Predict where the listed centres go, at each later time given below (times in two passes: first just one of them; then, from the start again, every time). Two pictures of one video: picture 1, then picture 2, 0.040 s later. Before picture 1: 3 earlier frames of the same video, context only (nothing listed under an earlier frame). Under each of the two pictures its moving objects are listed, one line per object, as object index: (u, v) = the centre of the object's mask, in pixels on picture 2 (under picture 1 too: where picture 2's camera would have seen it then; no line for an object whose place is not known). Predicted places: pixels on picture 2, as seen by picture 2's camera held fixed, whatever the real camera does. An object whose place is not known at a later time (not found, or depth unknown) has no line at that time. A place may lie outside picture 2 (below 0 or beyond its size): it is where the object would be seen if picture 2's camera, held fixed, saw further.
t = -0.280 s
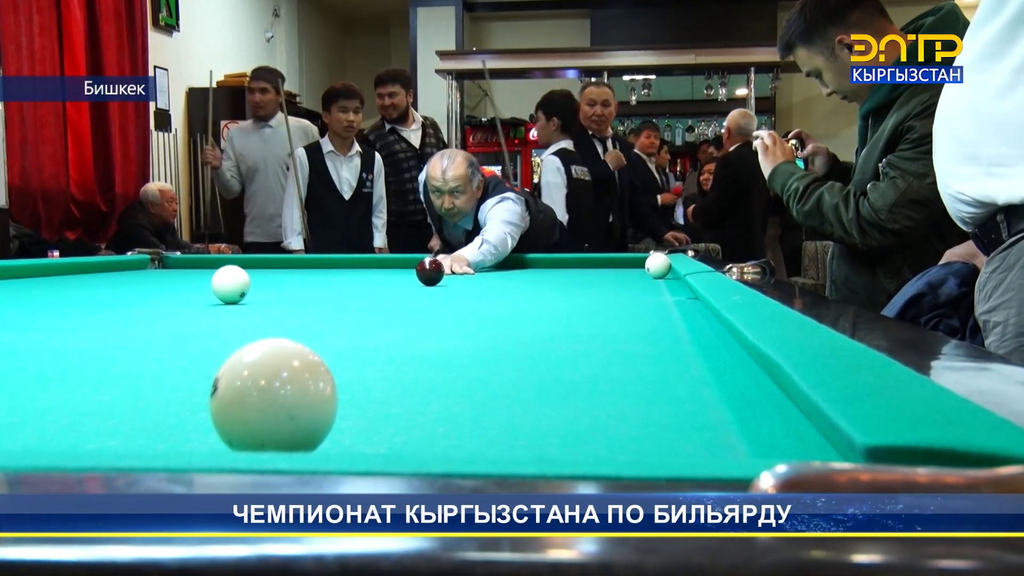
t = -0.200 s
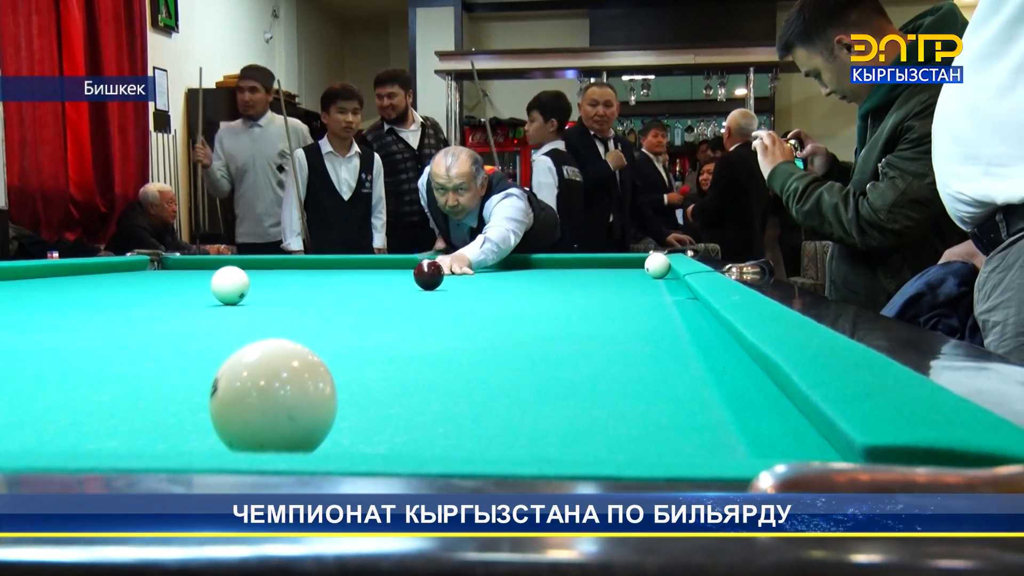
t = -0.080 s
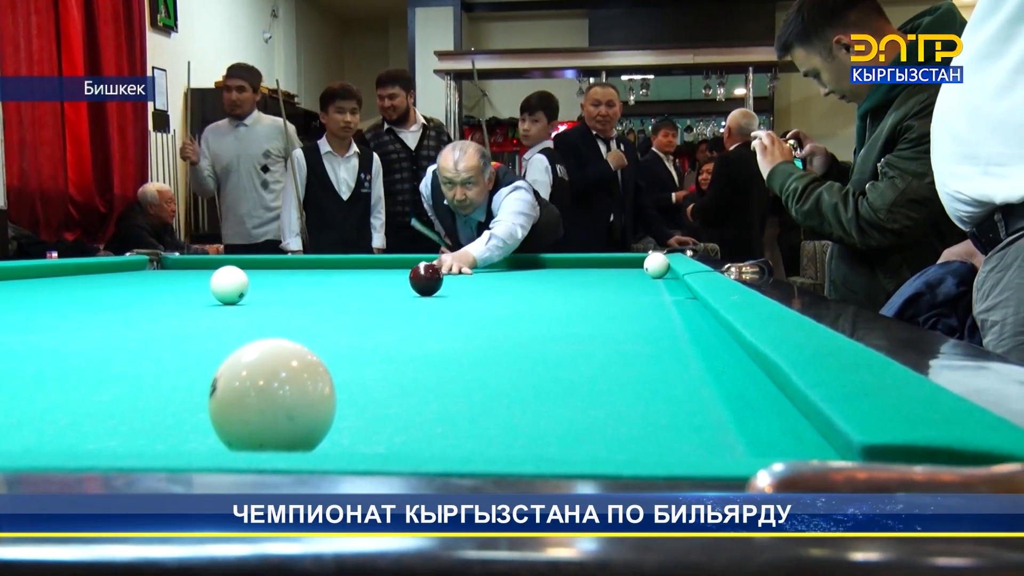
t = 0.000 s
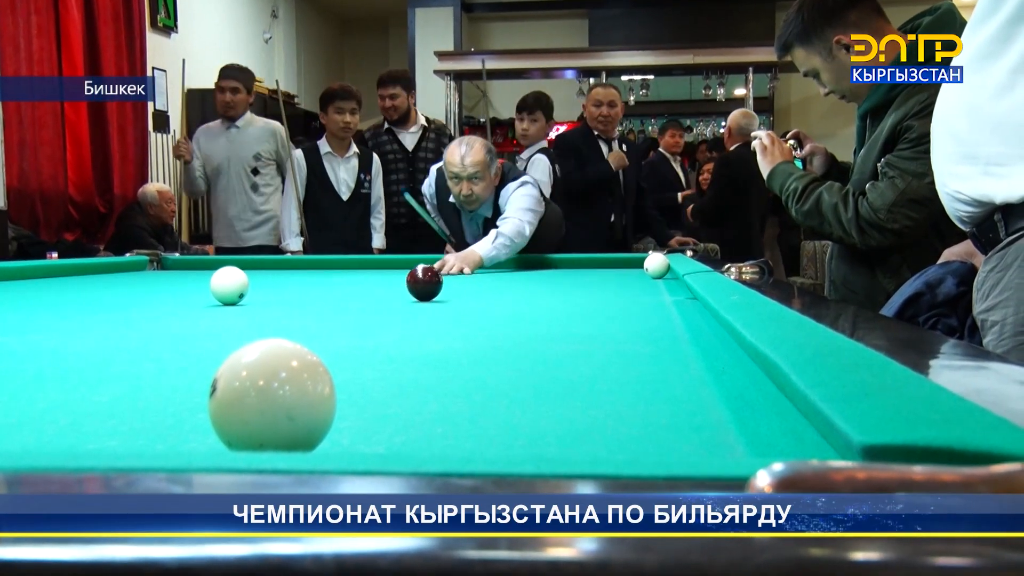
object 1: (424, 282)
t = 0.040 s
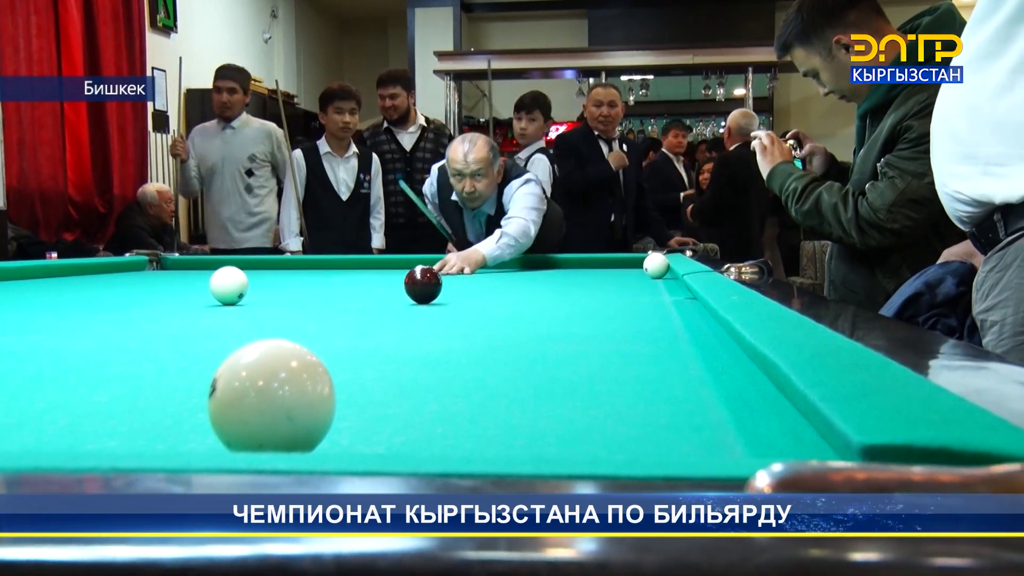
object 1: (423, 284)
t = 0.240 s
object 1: (417, 297)
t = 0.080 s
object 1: (422, 286)
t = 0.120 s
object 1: (421, 289)
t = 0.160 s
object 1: (420, 291)
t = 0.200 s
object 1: (418, 294)
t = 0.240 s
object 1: (417, 297)
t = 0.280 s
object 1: (415, 300)
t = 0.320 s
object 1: (414, 303)
